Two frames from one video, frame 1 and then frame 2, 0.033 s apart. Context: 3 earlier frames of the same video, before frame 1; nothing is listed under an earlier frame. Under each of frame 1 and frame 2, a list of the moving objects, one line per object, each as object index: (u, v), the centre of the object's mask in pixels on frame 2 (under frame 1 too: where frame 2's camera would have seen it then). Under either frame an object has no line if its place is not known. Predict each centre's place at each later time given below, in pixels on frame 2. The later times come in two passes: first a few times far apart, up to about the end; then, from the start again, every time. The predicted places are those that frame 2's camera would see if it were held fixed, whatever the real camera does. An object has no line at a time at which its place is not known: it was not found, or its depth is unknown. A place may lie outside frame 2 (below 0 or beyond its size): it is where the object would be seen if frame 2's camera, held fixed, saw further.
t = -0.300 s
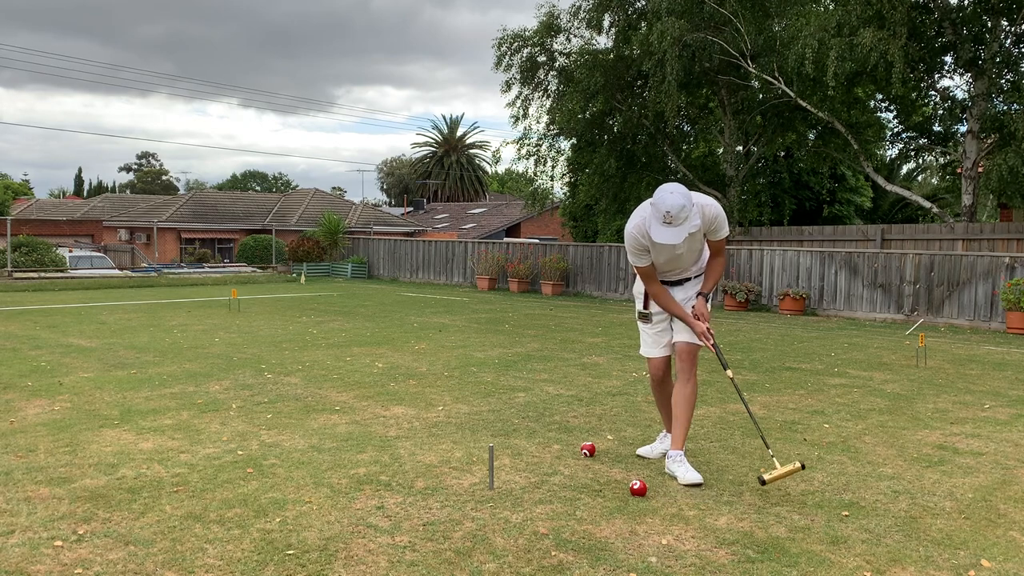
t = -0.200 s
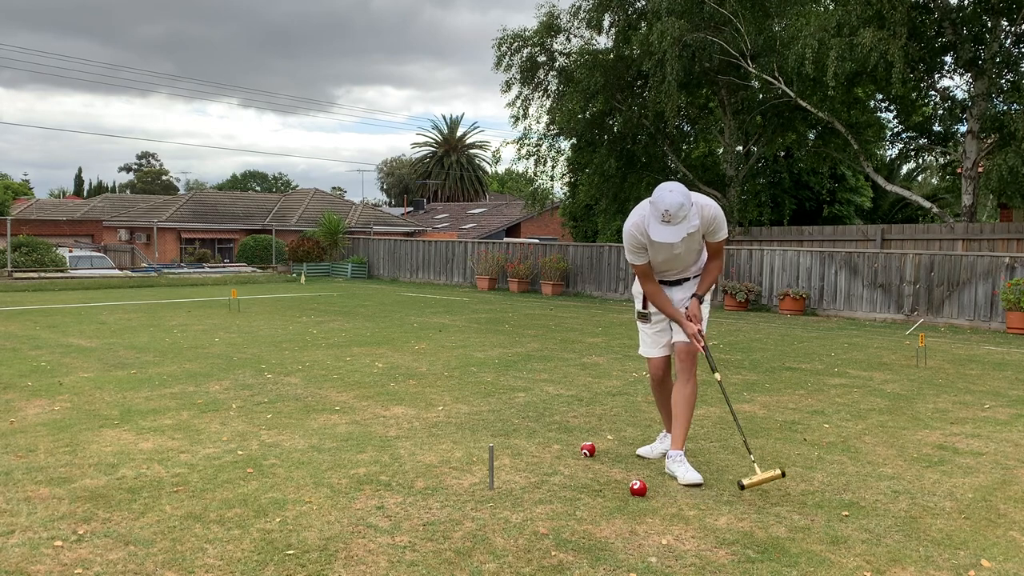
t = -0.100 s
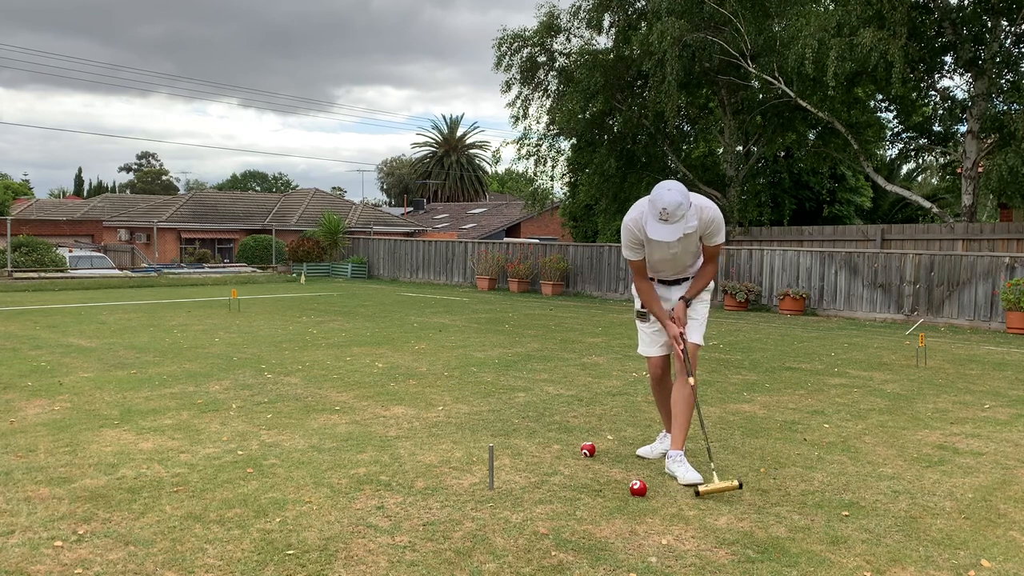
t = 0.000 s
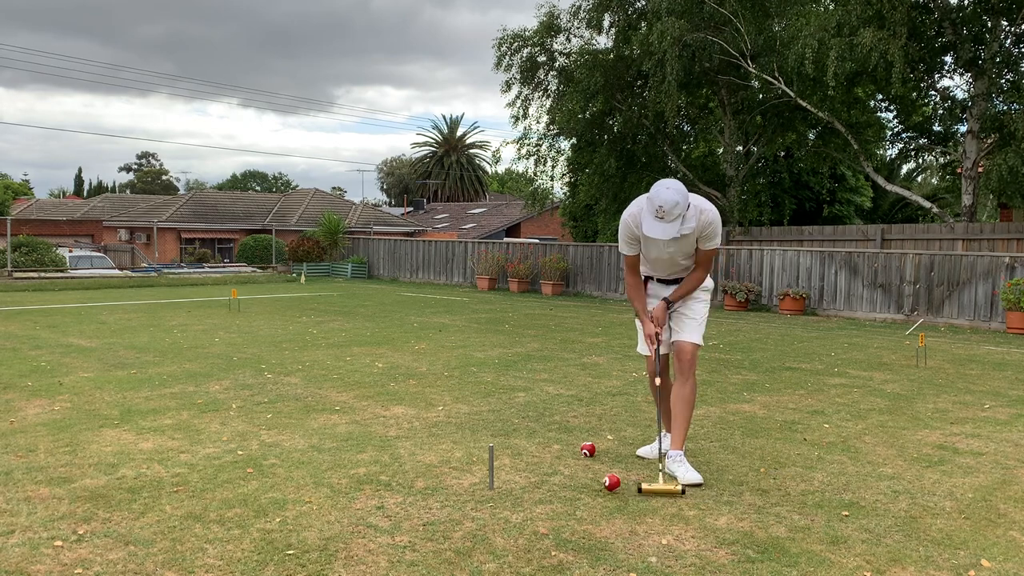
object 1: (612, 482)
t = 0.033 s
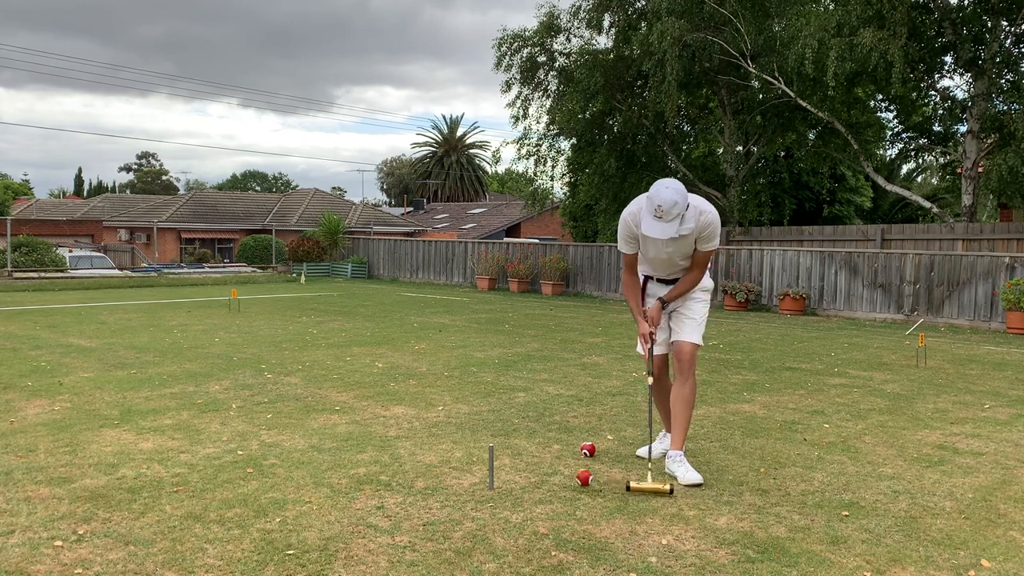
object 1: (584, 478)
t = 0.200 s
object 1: (495, 472)
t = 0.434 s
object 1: (469, 456)
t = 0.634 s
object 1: (454, 445)
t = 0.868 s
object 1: (441, 435)
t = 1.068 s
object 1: (434, 429)
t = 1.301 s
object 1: (428, 423)
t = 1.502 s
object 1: (424, 419)
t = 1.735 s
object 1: (420, 417)
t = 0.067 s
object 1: (556, 475)
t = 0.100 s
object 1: (529, 476)
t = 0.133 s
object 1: (502, 479)
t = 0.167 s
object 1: (499, 477)
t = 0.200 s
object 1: (495, 472)
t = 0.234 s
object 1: (489, 470)
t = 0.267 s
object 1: (483, 467)
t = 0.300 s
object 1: (482, 464)
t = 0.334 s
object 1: (479, 463)
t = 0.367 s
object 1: (476, 460)
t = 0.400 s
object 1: (473, 458)
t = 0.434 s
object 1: (469, 456)
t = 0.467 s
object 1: (467, 453)
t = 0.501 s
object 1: (464, 452)
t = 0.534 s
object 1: (461, 450)
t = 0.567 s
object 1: (458, 448)
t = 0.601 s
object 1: (456, 447)
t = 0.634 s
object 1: (454, 445)
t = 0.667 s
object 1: (451, 444)
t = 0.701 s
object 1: (449, 442)
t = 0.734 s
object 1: (447, 440)
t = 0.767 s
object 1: (446, 439)
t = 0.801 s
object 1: (444, 438)
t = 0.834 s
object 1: (442, 436)
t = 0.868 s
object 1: (441, 435)
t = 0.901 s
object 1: (440, 434)
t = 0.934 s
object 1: (438, 433)
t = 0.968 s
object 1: (437, 431)
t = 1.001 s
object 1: (436, 430)
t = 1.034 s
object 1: (435, 429)
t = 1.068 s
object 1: (434, 429)
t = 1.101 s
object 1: (432, 427)
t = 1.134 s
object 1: (431, 426)
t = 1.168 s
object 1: (430, 426)
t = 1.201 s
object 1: (430, 425)
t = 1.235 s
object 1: (429, 424)
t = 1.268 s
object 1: (428, 423)
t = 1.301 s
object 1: (428, 423)
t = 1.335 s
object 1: (427, 422)
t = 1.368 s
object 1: (427, 421)
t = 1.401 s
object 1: (426, 421)
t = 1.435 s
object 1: (425, 420)
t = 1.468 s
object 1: (424, 419)
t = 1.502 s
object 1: (424, 419)
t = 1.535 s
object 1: (423, 419)
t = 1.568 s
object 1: (422, 418)
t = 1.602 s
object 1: (422, 418)
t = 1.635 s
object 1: (421, 418)
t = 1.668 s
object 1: (421, 417)
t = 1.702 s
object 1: (421, 417)
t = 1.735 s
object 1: (420, 417)
